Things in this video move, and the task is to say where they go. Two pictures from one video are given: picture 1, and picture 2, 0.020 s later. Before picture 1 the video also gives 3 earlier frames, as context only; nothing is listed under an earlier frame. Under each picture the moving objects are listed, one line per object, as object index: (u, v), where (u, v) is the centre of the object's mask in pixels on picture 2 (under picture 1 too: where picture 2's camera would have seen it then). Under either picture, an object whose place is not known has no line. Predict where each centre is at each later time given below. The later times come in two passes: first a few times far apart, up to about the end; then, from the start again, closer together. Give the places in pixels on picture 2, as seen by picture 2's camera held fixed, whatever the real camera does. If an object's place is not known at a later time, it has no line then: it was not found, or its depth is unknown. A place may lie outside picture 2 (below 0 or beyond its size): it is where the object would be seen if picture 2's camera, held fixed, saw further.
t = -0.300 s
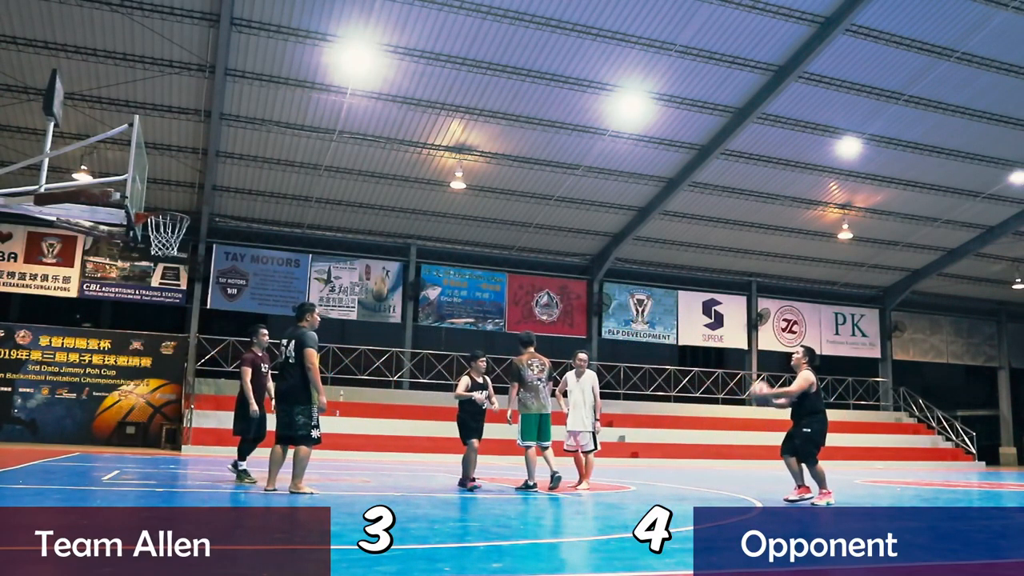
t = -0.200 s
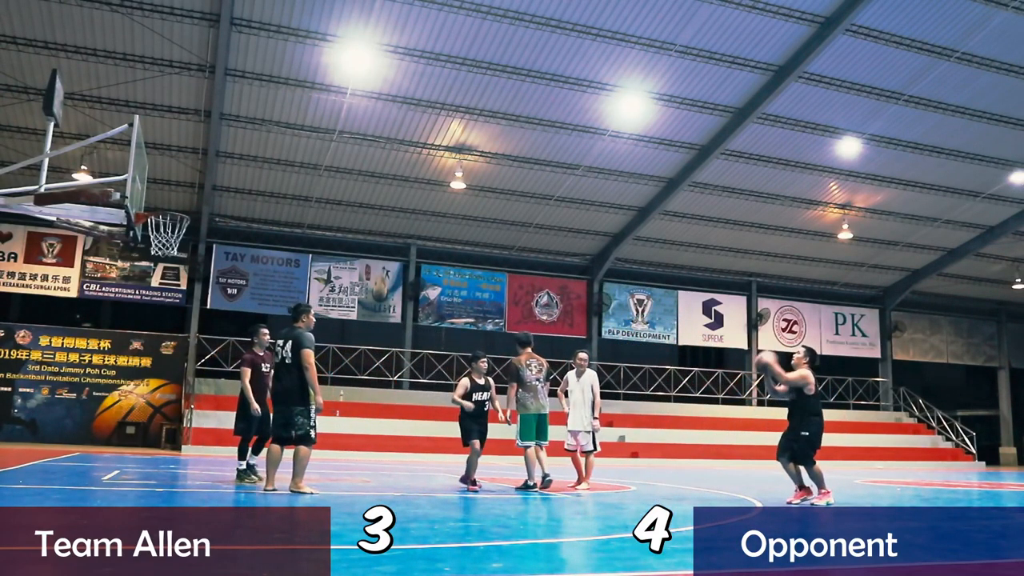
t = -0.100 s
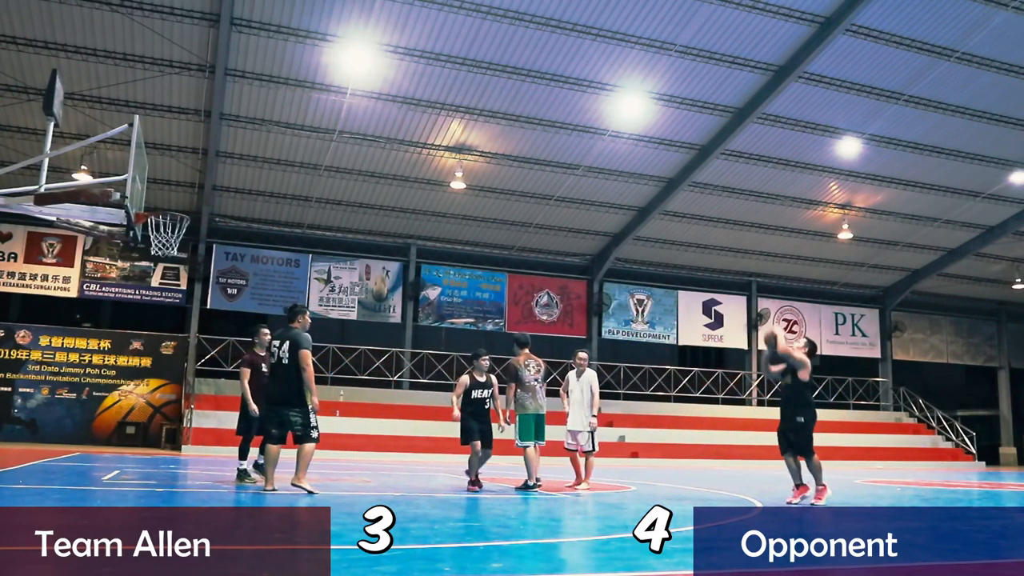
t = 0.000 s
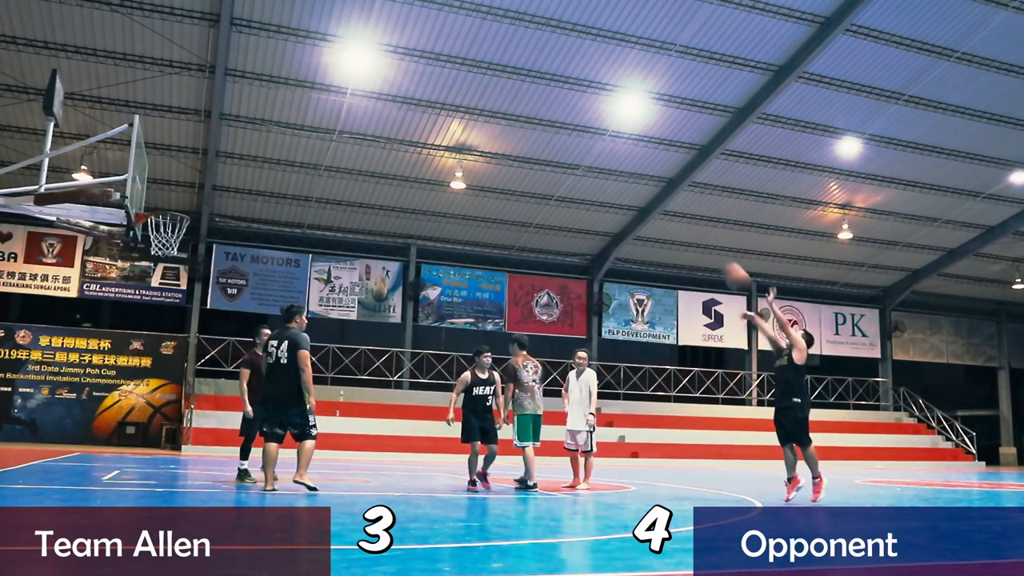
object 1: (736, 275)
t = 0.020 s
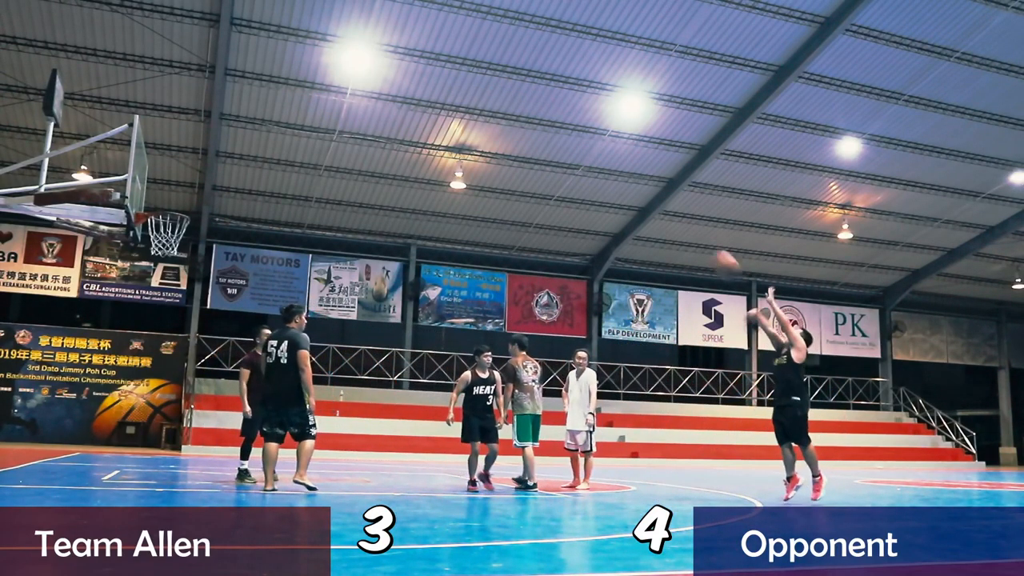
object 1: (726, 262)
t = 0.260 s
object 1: (601, 144)
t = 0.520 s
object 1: (477, 81)
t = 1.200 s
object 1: (183, 174)
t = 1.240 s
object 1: (165, 192)
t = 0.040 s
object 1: (714, 249)
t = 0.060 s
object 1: (703, 237)
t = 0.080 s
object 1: (693, 227)
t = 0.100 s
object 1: (683, 215)
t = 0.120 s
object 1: (673, 205)
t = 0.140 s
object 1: (662, 195)
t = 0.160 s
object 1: (652, 186)
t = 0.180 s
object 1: (641, 175)
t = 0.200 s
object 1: (632, 166)
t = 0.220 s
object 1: (621, 158)
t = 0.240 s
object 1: (611, 151)
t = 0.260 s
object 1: (601, 144)
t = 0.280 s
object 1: (591, 137)
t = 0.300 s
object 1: (582, 131)
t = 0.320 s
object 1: (572, 124)
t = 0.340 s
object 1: (562, 116)
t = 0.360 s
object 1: (553, 111)
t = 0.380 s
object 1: (543, 108)
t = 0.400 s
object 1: (534, 103)
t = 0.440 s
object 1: (515, 94)
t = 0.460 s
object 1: (506, 91)
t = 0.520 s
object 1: (477, 81)
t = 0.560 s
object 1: (460, 77)
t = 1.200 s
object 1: (183, 174)
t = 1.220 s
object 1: (174, 182)
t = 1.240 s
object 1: (165, 192)
